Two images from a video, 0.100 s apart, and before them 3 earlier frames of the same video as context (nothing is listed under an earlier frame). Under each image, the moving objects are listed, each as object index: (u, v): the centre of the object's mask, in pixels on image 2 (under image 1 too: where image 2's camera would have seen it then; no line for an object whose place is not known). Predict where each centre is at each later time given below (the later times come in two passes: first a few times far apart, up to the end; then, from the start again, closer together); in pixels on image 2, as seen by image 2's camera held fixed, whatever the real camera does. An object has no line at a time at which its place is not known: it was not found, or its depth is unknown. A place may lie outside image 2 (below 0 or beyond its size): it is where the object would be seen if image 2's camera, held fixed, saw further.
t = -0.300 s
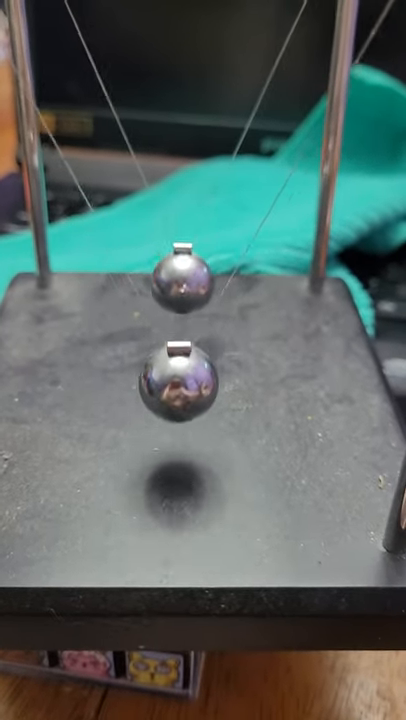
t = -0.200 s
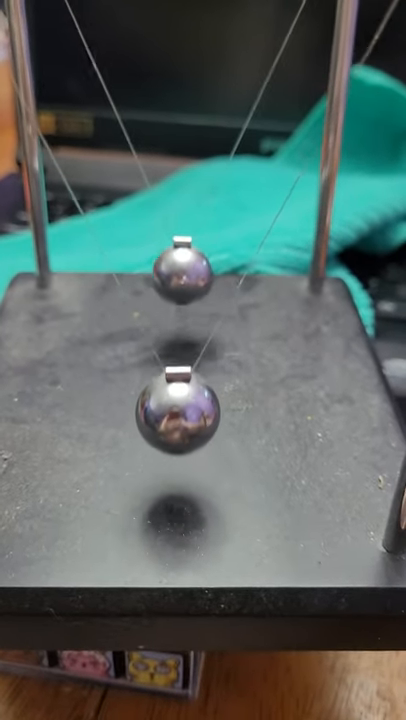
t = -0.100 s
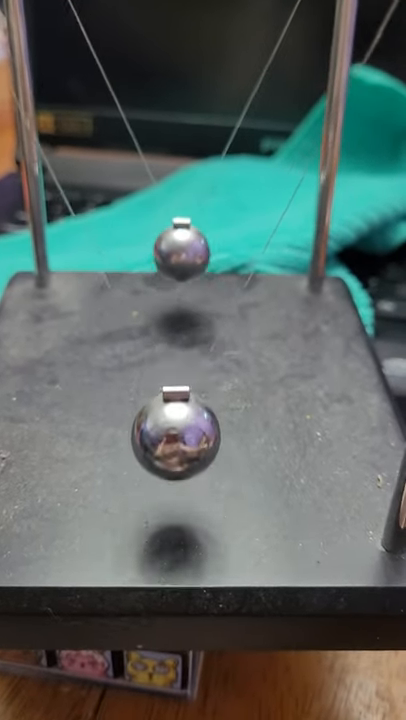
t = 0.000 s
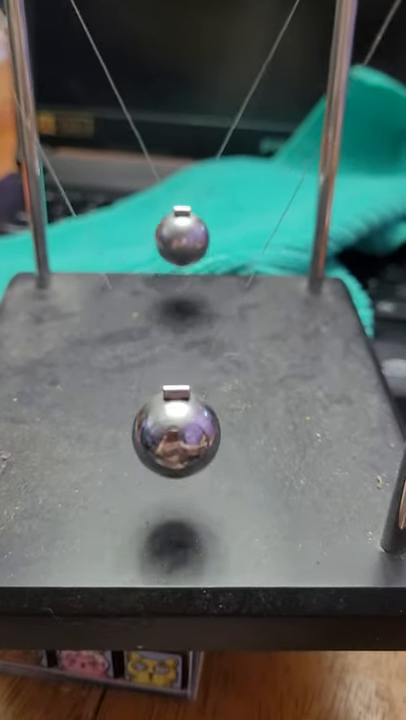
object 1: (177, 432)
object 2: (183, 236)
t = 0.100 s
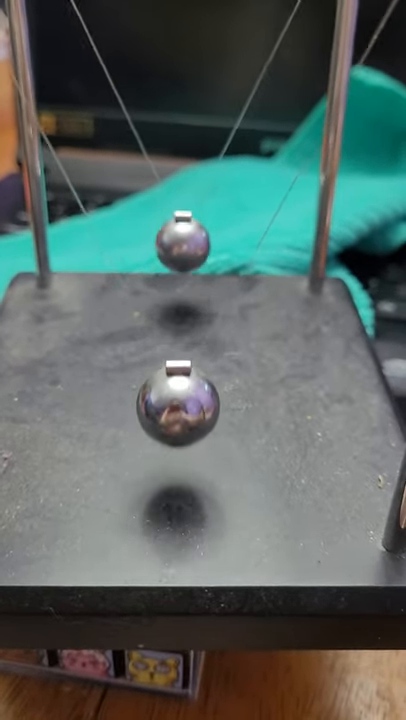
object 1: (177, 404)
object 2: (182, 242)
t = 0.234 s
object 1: (178, 373)
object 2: (182, 270)
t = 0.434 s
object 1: (178, 409)
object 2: (183, 273)
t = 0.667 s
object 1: (177, 425)
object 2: (183, 235)
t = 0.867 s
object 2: (182, 269)
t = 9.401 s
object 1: (178, 429)
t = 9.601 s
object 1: (176, 412)
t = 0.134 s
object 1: (178, 394)
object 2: (182, 249)
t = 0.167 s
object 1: (178, 384)
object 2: (182, 256)
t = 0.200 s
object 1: (178, 377)
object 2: (182, 263)
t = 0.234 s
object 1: (178, 373)
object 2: (182, 270)
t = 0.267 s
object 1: (178, 372)
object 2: (182, 275)
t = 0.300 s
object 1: (178, 375)
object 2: (182, 278)
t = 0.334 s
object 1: (178, 381)
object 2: (182, 279)
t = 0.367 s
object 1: (177, 388)
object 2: (182, 279)
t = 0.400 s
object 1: (178, 398)
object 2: (182, 277)
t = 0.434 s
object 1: (178, 409)
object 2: (183, 273)
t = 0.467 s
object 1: (178, 420)
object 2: (182, 266)
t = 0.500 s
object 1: (177, 428)
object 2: (182, 260)
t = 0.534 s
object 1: (177, 434)
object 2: (182, 252)
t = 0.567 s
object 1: (177, 437)
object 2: (182, 245)
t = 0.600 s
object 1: (177, 436)
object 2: (182, 240)
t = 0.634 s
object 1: (177, 432)
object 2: (183, 236)
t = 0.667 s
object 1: (177, 425)
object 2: (183, 235)
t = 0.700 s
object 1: (178, 416)
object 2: (183, 237)
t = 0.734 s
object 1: (178, 405)
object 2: (183, 241)
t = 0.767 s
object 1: (178, 395)
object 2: (182, 248)
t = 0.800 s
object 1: (178, 385)
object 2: (183, 255)
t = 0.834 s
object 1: (178, 377)
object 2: (182, 262)
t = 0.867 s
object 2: (182, 269)
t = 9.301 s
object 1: (177, 400)
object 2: (182, 278)
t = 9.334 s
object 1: (178, 410)
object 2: (182, 276)
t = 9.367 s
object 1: (178, 421)
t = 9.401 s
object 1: (178, 429)
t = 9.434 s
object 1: (178, 434)
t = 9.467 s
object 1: (177, 436)
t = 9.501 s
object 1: (177, 434)
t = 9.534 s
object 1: (176, 429)
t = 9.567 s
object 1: (176, 422)
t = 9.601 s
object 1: (176, 412)
